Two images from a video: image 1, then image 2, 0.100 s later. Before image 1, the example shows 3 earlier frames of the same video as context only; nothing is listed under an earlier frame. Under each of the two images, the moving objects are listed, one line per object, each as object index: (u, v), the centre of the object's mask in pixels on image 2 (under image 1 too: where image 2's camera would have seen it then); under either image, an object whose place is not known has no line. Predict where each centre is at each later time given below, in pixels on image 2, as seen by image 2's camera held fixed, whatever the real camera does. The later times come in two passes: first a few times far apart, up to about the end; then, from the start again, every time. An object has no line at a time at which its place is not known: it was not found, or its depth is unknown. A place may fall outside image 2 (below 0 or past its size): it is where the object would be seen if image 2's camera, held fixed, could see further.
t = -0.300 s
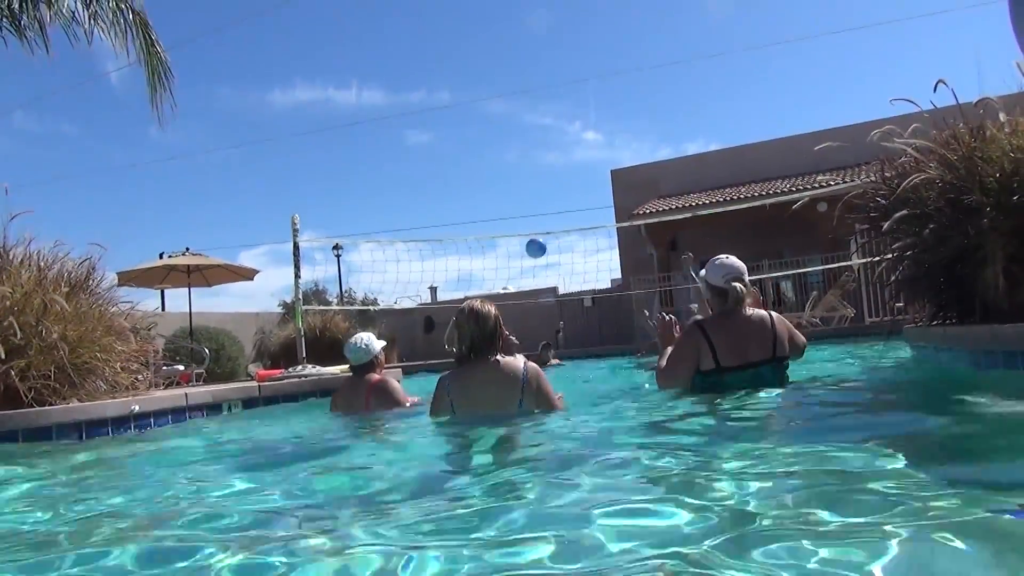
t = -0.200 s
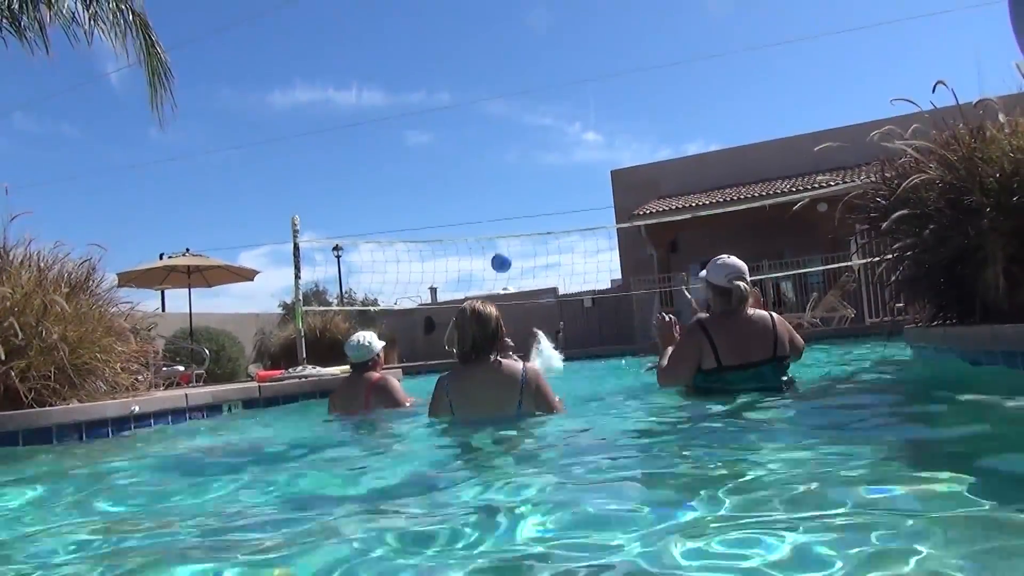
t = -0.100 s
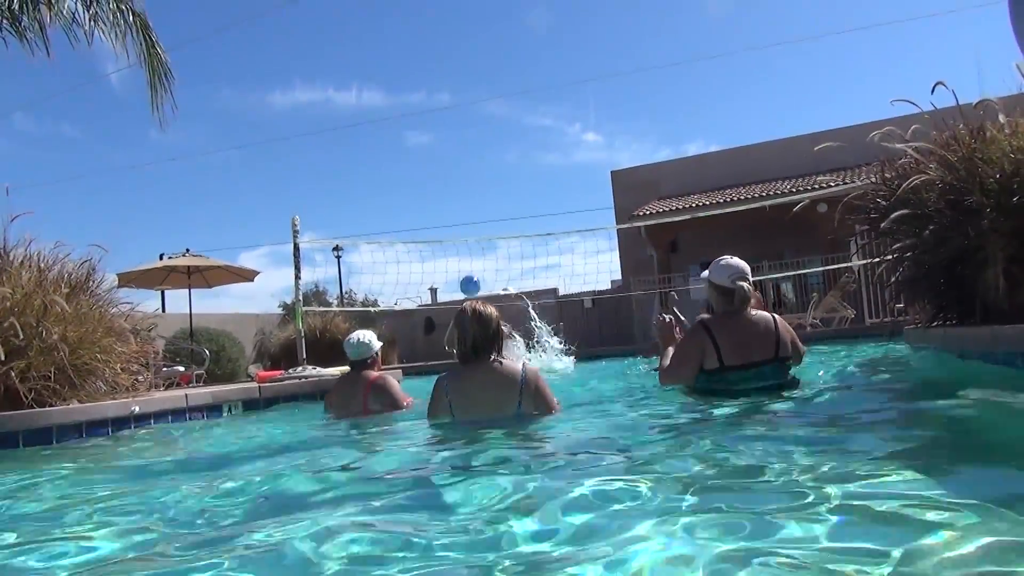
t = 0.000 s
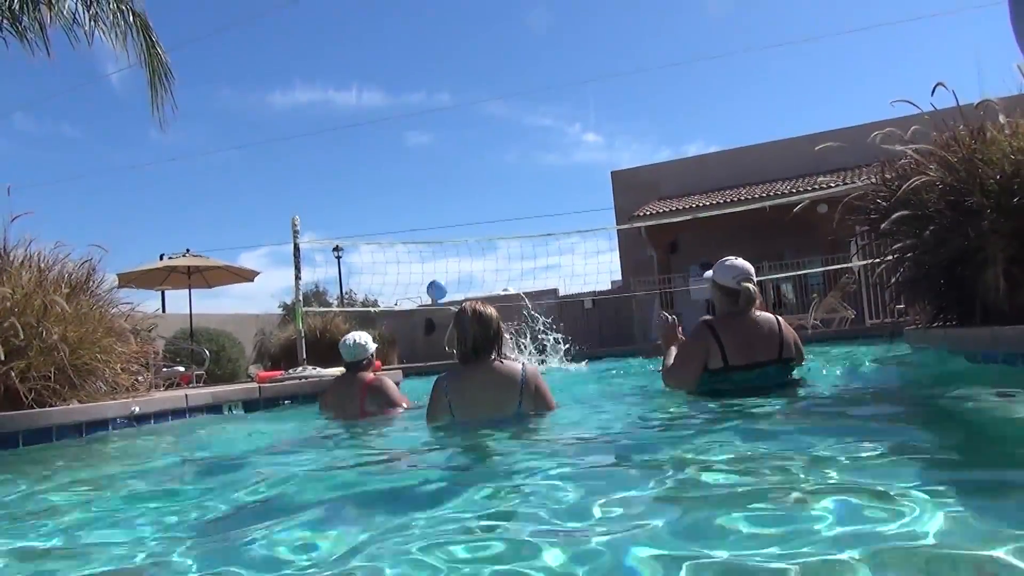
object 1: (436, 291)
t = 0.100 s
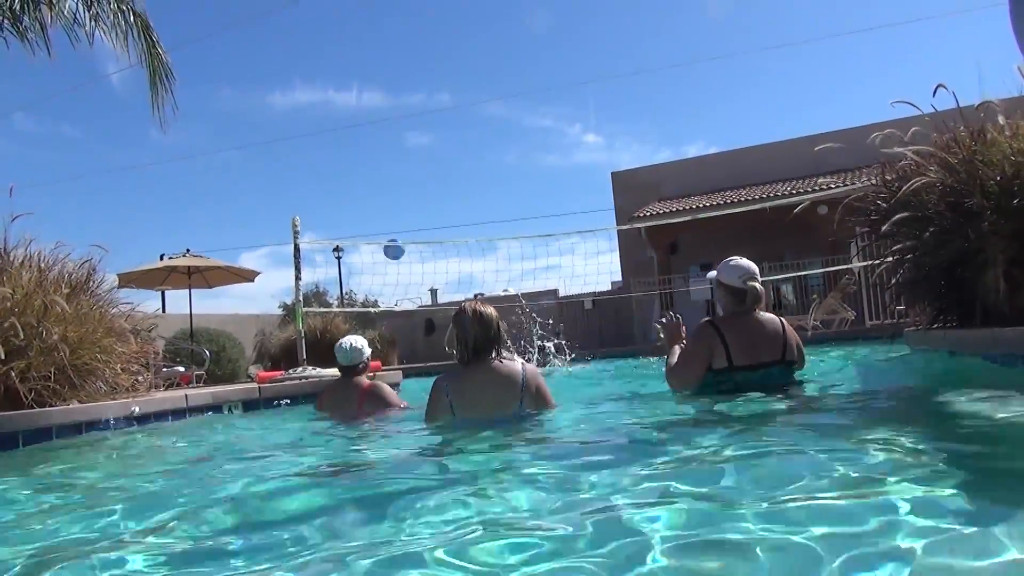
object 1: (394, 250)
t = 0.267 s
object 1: (328, 193)
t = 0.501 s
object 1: (237, 153)
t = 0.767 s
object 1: (133, 182)
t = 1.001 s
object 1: (48, 279)
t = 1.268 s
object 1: (23, 317)
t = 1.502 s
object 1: (38, 318)
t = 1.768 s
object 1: (54, 357)
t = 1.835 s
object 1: (59, 379)
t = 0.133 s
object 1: (380, 237)
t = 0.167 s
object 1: (366, 225)
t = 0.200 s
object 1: (353, 213)
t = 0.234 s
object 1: (340, 203)
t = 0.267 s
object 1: (328, 193)
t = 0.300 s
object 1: (314, 183)
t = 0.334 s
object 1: (301, 176)
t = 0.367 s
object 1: (289, 169)
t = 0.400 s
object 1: (277, 164)
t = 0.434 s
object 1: (264, 158)
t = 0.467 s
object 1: (250, 155)
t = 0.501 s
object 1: (237, 153)
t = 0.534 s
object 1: (224, 152)
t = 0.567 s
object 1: (211, 152)
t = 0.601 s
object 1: (197, 153)
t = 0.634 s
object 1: (184, 156)
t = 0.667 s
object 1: (171, 161)
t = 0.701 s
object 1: (158, 166)
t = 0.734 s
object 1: (145, 173)
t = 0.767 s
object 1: (133, 182)
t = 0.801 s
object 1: (120, 192)
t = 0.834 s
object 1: (108, 203)
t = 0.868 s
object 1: (95, 215)
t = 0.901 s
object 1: (83, 230)
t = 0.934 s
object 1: (71, 246)
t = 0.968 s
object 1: (59, 262)
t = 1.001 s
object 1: (48, 279)
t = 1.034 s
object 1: (36, 296)
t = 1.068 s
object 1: (30, 308)
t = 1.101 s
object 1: (27, 314)
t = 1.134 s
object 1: (21, 320)
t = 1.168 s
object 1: (21, 320)
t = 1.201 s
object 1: (20, 321)
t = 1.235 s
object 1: (21, 318)
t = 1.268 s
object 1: (23, 317)
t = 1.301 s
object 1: (24, 316)
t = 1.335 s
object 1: (25, 316)
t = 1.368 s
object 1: (28, 316)
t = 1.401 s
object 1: (30, 315)
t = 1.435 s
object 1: (33, 316)
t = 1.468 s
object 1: (35, 316)
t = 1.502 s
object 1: (38, 318)
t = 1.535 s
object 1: (40, 320)
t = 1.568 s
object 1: (43, 324)
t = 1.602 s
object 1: (44, 326)
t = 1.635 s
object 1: (46, 331)
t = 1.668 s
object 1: (49, 336)
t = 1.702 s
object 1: (50, 342)
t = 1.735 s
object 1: (52, 349)
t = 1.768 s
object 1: (54, 357)
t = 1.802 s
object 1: (57, 368)
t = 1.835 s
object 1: (59, 379)
